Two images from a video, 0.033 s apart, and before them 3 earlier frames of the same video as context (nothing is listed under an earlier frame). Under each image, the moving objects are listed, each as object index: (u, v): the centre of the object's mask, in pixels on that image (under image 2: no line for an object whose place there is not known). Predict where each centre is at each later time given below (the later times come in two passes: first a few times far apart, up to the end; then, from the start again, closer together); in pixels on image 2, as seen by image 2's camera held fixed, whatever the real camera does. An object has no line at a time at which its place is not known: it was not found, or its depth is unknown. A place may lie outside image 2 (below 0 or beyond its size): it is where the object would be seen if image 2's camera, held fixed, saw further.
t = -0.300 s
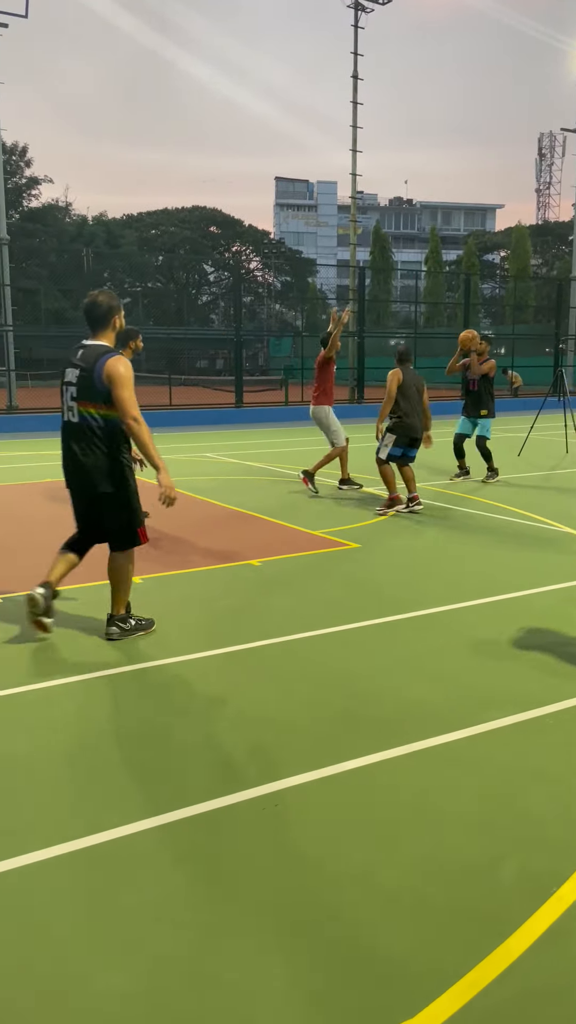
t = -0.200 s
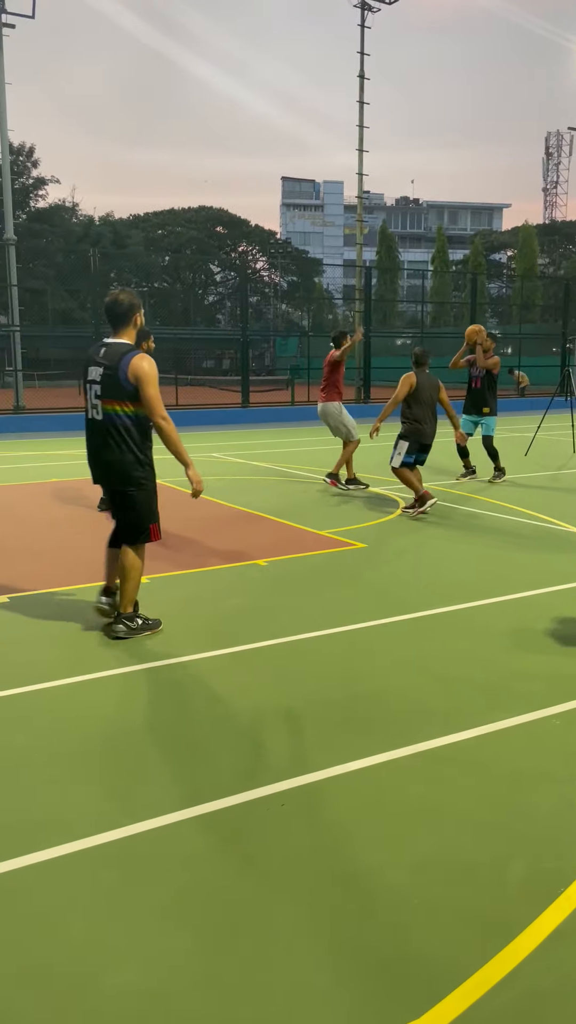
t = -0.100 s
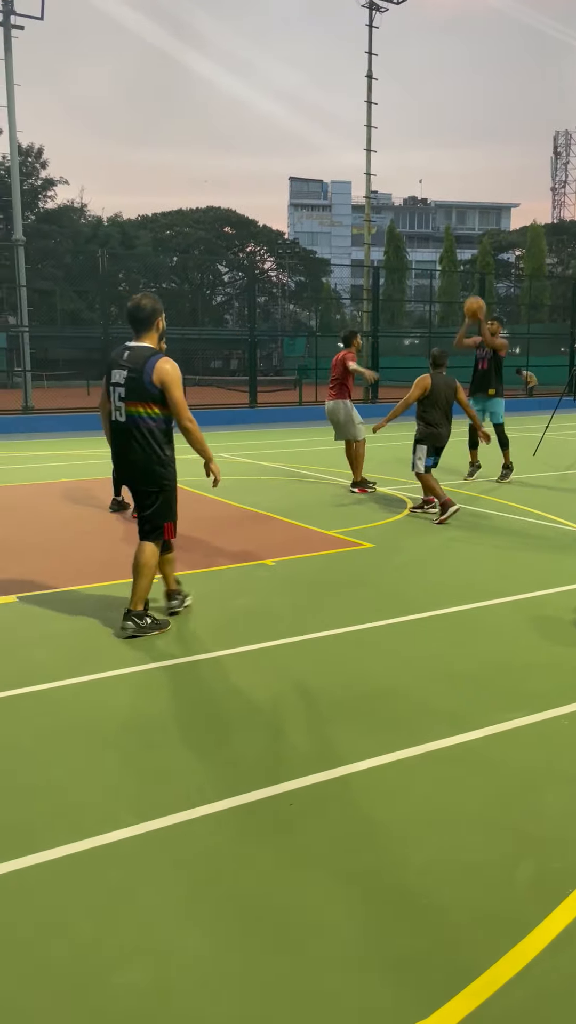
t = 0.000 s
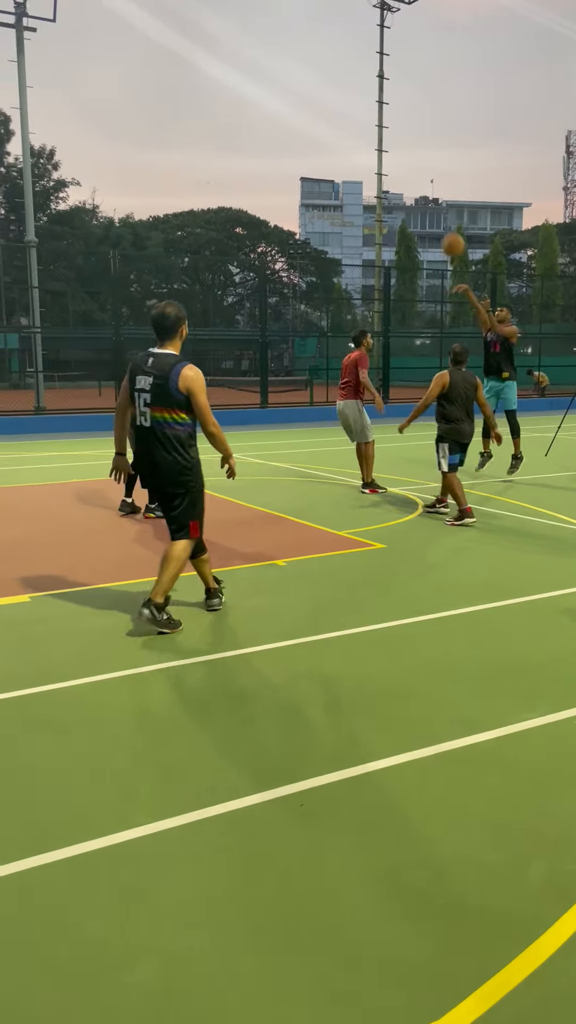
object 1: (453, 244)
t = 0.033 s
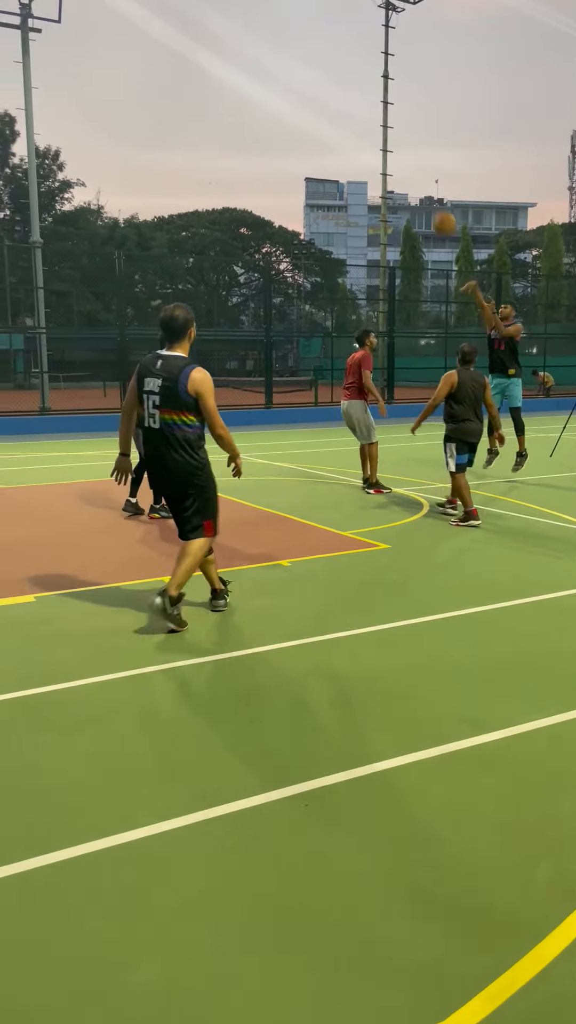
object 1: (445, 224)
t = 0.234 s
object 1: (350, 103)
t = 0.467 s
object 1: (225, -1)
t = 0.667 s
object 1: (105, -44)
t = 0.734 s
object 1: (61, -53)
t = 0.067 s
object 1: (429, 201)
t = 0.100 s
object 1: (414, 180)
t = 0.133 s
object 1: (399, 160)
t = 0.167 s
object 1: (383, 141)
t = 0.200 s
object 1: (367, 122)
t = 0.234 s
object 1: (350, 103)
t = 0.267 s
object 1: (334, 85)
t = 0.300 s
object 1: (316, 69)
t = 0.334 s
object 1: (299, 53)
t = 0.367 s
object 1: (281, 38)
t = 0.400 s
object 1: (262, 24)
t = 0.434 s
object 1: (244, 11)
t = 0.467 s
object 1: (225, -1)
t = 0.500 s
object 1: (204, -12)
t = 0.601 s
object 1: (146, -33)
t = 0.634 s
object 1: (126, -38)
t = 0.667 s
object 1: (105, -44)
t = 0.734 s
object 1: (61, -53)
